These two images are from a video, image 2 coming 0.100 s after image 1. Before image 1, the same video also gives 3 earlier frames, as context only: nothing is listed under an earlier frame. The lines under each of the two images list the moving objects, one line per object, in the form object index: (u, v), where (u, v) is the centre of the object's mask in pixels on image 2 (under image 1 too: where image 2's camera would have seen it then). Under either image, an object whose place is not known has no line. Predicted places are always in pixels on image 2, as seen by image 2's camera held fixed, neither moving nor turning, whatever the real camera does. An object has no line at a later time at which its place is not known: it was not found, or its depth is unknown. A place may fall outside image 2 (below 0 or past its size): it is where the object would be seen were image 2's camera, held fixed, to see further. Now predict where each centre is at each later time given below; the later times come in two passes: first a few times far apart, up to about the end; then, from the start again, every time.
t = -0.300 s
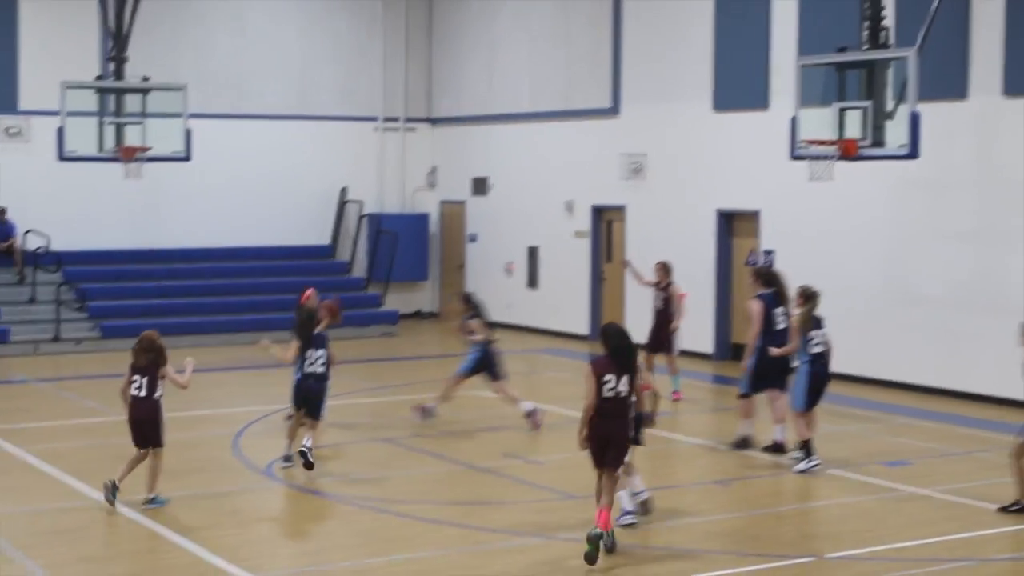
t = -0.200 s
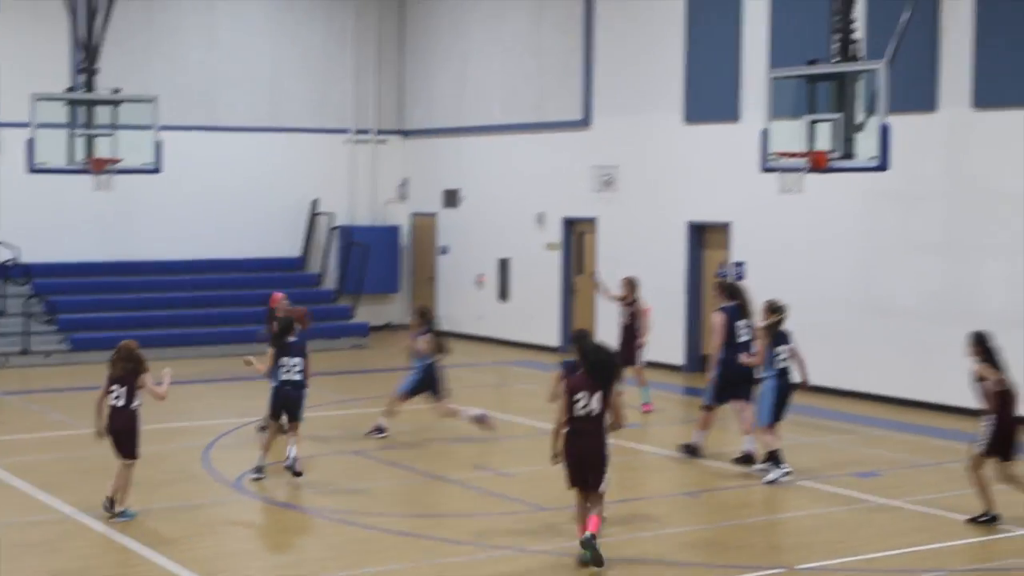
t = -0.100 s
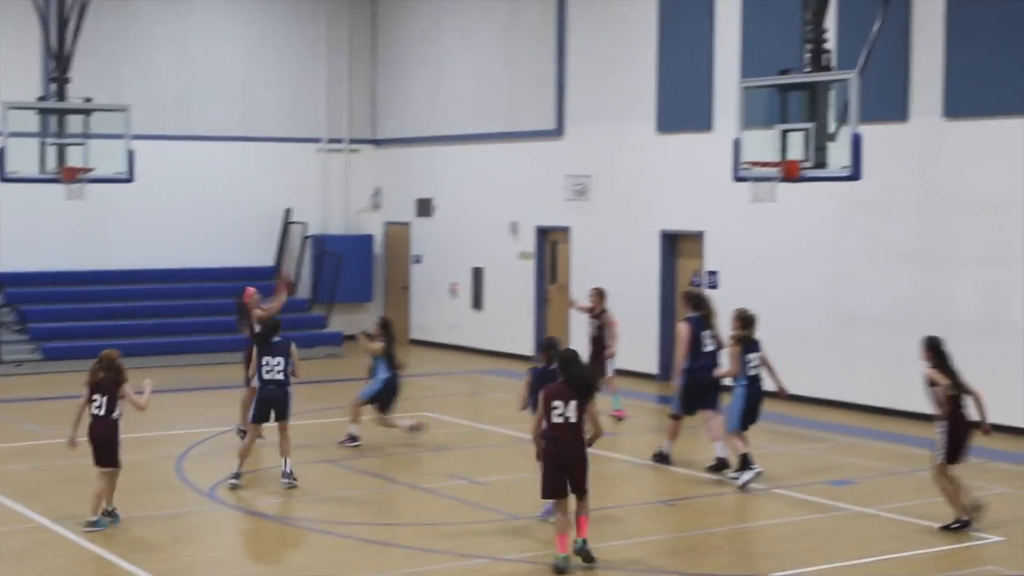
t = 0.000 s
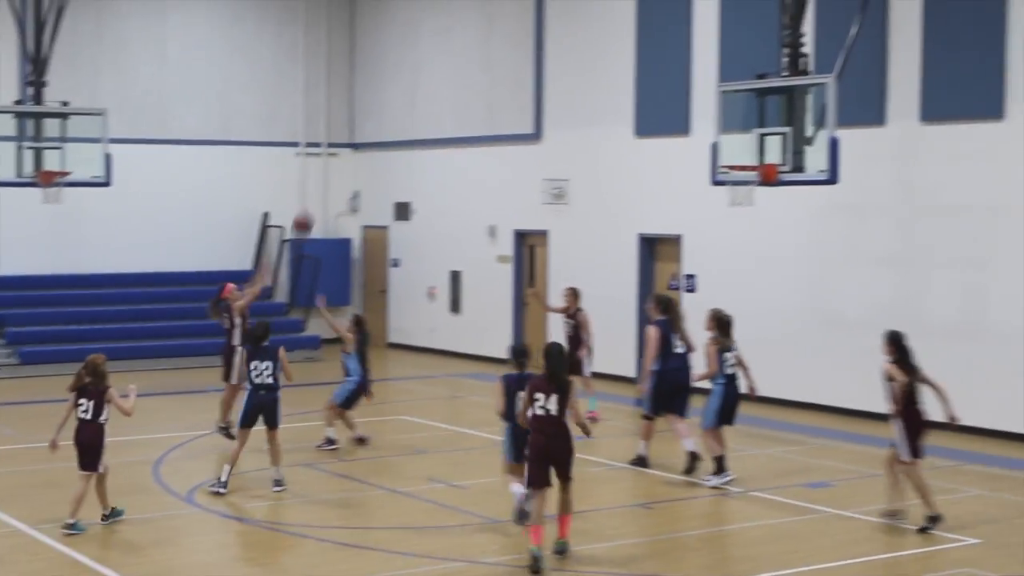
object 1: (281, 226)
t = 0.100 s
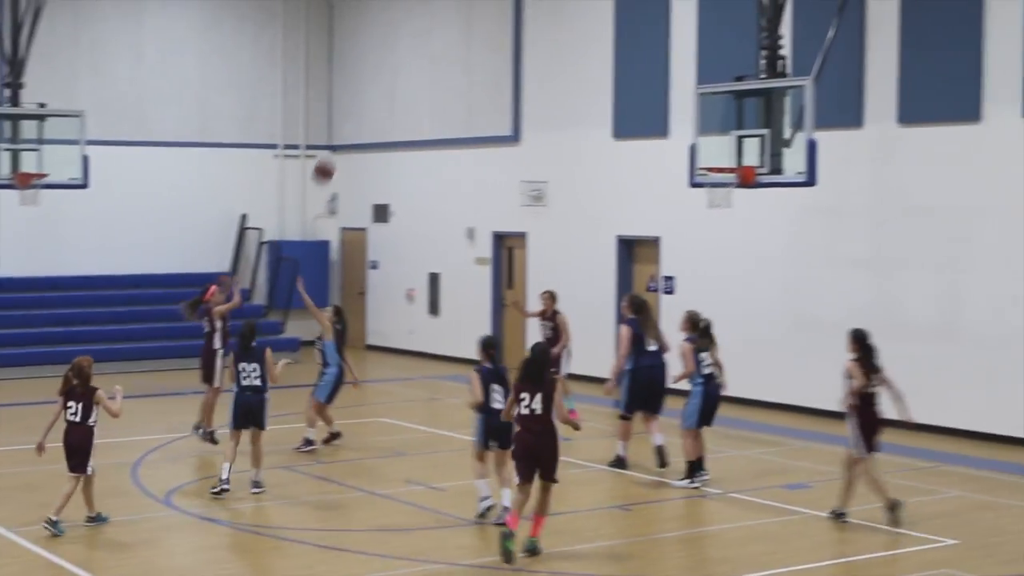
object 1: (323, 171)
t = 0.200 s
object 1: (365, 124)
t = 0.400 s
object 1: (448, 59)
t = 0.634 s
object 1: (544, 29)
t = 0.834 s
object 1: (623, 45)
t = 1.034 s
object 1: (701, 98)
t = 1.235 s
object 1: (705, 159)
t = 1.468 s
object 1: (724, 150)
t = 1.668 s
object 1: (741, 184)
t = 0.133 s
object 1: (338, 155)
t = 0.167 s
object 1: (352, 138)
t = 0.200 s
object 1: (365, 124)
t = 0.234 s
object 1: (379, 111)
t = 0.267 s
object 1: (393, 98)
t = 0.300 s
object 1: (407, 87)
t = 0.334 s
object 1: (421, 76)
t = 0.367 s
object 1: (435, 67)
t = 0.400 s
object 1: (448, 59)
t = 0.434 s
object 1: (462, 52)
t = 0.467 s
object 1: (476, 45)
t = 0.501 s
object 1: (490, 40)
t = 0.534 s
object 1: (502, 36)
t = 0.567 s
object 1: (517, 33)
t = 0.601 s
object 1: (531, 30)
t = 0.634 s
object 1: (544, 29)
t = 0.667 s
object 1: (557, 29)
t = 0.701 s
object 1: (570, 30)
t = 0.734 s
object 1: (583, 32)
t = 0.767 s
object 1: (597, 35)
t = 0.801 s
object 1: (611, 40)
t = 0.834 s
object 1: (623, 45)
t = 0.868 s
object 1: (636, 52)
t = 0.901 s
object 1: (649, 59)
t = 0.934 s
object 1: (662, 67)
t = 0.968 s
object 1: (676, 75)
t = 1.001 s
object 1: (688, 86)
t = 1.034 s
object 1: (701, 98)
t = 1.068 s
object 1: (715, 112)
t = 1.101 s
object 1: (721, 121)
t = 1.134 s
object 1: (717, 130)
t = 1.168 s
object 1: (712, 141)
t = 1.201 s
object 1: (708, 152)
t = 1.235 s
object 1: (705, 159)
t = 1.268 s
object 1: (708, 155)
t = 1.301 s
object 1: (710, 151)
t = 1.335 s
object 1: (713, 149)
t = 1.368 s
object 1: (716, 147)
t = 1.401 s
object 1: (719, 147)
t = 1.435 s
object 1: (722, 148)
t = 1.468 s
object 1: (724, 150)
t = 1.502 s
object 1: (727, 153)
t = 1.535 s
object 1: (729, 156)
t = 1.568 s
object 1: (733, 162)
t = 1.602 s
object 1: (735, 168)
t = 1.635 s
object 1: (738, 177)
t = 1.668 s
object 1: (741, 184)
